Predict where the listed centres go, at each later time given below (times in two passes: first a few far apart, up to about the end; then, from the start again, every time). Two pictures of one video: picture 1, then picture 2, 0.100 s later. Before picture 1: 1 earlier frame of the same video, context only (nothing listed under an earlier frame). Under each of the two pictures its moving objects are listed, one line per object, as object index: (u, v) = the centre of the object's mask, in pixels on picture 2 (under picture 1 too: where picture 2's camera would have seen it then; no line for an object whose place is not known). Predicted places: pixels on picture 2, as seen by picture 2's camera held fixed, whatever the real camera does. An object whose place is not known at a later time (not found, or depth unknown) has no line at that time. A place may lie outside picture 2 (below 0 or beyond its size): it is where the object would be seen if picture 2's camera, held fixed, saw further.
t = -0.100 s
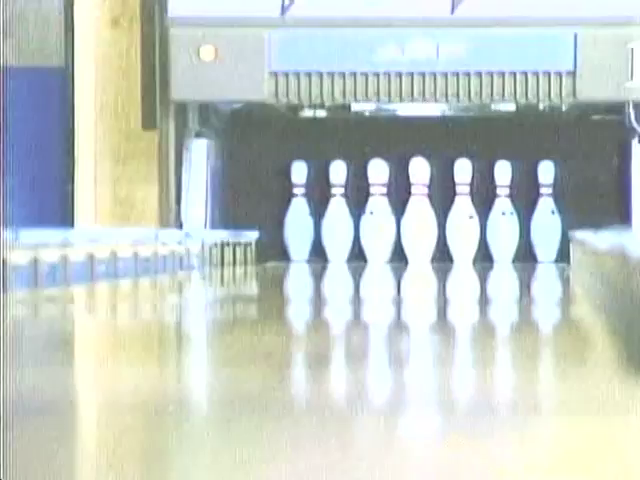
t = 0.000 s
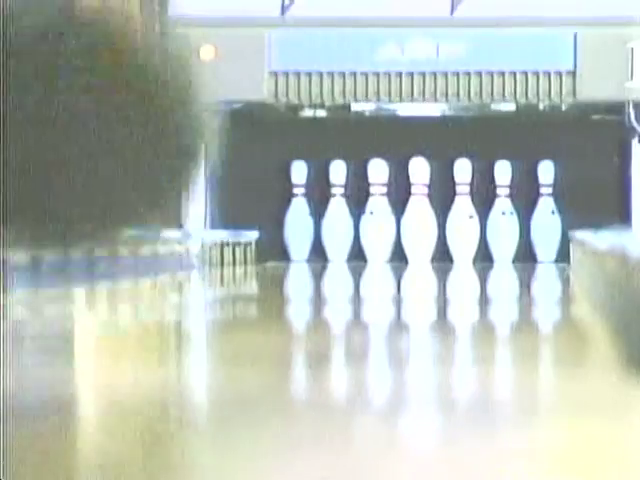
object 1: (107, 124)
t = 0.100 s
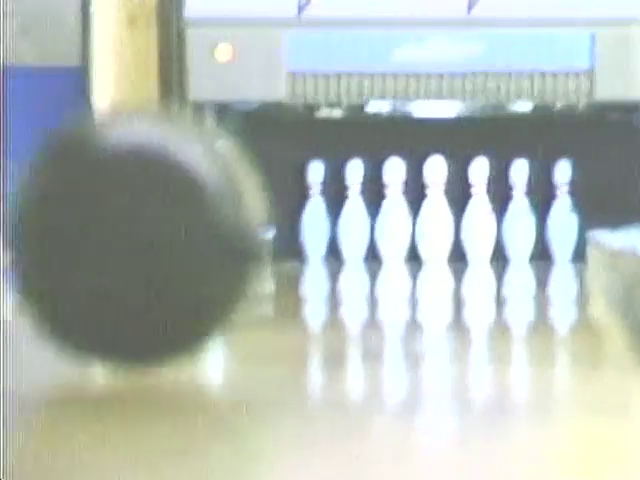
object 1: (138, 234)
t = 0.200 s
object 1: (178, 238)
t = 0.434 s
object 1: (236, 230)
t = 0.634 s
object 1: (269, 230)
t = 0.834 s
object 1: (292, 234)
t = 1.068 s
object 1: (313, 234)
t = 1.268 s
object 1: (325, 232)
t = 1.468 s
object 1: (335, 232)
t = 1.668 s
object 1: (343, 231)
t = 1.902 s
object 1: (352, 232)
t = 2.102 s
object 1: (356, 233)
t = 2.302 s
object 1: (359, 233)
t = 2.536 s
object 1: (361, 233)
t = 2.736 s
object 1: (363, 234)
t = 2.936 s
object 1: (362, 233)
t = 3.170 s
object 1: (361, 234)
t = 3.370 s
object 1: (333, 235)
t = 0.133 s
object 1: (153, 237)
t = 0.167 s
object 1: (167, 237)
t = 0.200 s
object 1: (178, 238)
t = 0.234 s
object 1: (188, 237)
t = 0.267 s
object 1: (197, 236)
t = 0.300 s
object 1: (205, 235)
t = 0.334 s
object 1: (213, 235)
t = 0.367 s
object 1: (221, 233)
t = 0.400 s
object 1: (229, 232)
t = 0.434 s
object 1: (236, 230)
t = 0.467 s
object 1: (242, 229)
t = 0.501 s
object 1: (249, 230)
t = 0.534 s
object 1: (254, 230)
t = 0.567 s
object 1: (259, 229)
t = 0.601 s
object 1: (264, 229)
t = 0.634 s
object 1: (269, 230)
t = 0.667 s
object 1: (273, 232)
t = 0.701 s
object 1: (277, 232)
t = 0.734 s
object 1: (281, 231)
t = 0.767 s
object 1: (286, 233)
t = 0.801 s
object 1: (289, 233)
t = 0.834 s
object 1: (292, 234)
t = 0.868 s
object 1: (296, 235)
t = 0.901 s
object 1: (299, 236)
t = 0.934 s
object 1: (302, 236)
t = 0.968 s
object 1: (305, 235)
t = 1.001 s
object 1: (308, 235)
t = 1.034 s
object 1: (310, 234)
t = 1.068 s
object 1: (313, 234)
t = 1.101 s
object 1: (315, 233)
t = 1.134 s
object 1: (317, 234)
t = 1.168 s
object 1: (320, 233)
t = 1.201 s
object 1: (322, 233)
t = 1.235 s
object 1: (323, 233)
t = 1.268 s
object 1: (325, 232)
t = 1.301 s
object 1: (327, 232)
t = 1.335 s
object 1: (329, 232)
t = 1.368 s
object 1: (330, 232)
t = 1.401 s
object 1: (332, 232)
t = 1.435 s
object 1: (333, 232)
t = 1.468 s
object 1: (335, 232)
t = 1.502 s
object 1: (336, 232)
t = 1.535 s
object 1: (337, 232)
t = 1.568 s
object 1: (339, 232)
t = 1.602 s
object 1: (340, 232)
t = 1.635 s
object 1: (342, 232)
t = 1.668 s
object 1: (343, 231)
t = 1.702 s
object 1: (344, 232)
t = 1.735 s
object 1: (345, 231)
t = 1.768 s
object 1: (346, 232)
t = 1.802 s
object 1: (347, 232)
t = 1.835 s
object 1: (349, 232)
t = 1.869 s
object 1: (351, 232)
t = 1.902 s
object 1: (352, 232)
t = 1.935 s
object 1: (352, 232)
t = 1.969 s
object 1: (353, 232)
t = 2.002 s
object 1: (354, 232)
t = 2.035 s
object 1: (355, 232)
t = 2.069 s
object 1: (355, 232)
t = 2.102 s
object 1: (356, 233)
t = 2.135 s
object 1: (357, 232)
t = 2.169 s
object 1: (357, 232)
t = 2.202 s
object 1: (358, 232)
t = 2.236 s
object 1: (358, 232)
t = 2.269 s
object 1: (359, 232)
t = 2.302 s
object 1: (359, 233)
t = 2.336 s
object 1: (360, 232)
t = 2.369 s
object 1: (360, 233)
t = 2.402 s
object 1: (360, 233)
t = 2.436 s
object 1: (360, 233)
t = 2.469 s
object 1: (361, 233)
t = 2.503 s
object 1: (362, 233)
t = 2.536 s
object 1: (361, 233)
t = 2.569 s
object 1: (362, 233)
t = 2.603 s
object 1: (362, 233)
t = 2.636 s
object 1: (362, 233)
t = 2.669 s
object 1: (362, 233)
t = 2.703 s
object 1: (363, 234)
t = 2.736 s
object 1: (363, 234)
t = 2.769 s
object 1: (363, 233)
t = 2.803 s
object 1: (363, 233)
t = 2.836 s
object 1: (362, 233)
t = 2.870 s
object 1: (362, 233)
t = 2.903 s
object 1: (362, 233)
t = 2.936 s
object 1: (362, 233)
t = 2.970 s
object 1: (362, 233)
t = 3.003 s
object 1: (362, 233)
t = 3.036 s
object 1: (362, 233)
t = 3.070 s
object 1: (362, 233)
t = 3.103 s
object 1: (361, 233)
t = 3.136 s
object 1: (361, 234)
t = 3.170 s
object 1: (361, 234)
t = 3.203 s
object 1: (361, 233)
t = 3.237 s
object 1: (360, 234)
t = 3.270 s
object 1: (356, 235)
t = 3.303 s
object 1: (350, 235)
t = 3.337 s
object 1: (340, 235)
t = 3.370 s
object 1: (333, 235)
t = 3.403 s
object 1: (327, 236)
